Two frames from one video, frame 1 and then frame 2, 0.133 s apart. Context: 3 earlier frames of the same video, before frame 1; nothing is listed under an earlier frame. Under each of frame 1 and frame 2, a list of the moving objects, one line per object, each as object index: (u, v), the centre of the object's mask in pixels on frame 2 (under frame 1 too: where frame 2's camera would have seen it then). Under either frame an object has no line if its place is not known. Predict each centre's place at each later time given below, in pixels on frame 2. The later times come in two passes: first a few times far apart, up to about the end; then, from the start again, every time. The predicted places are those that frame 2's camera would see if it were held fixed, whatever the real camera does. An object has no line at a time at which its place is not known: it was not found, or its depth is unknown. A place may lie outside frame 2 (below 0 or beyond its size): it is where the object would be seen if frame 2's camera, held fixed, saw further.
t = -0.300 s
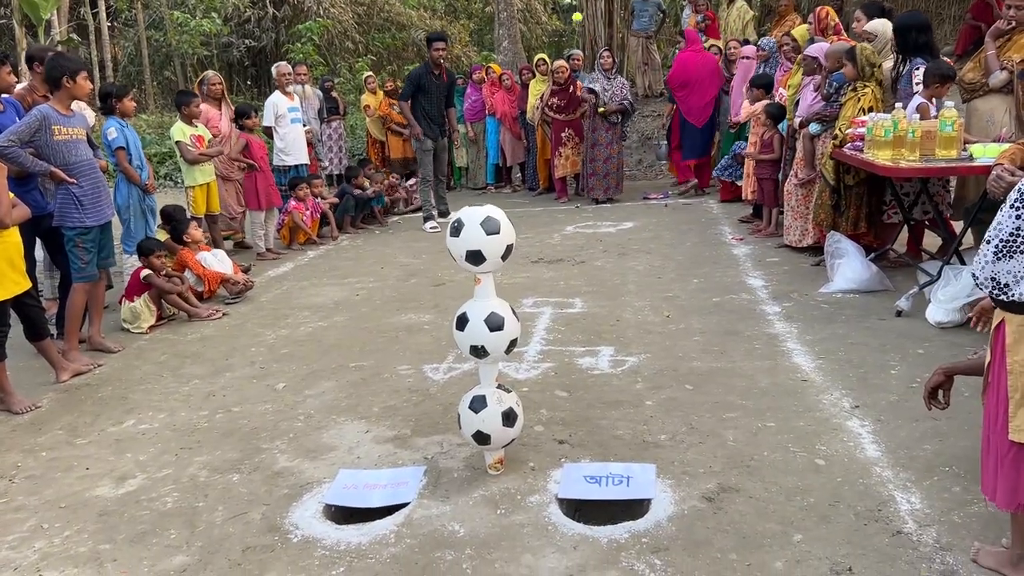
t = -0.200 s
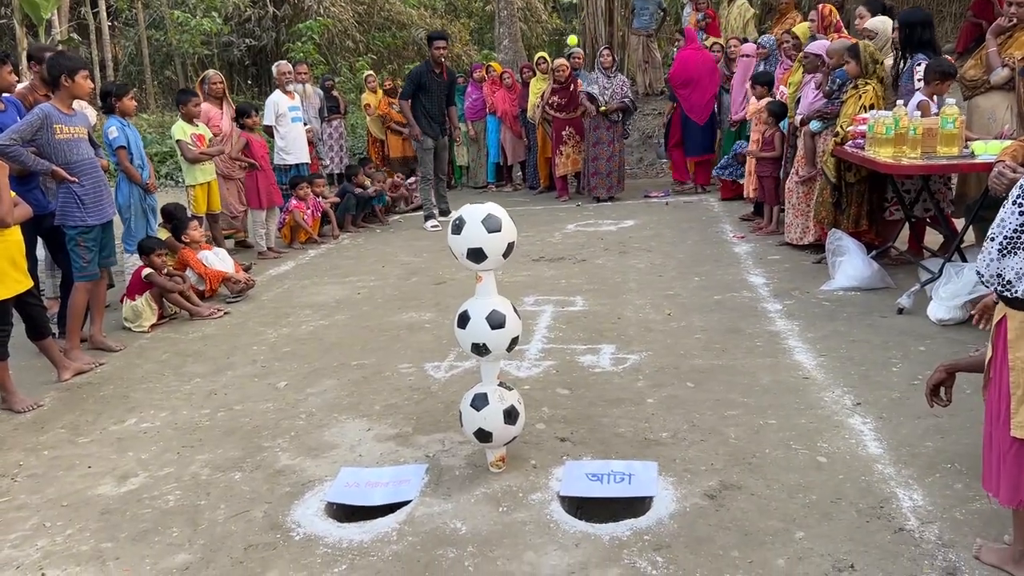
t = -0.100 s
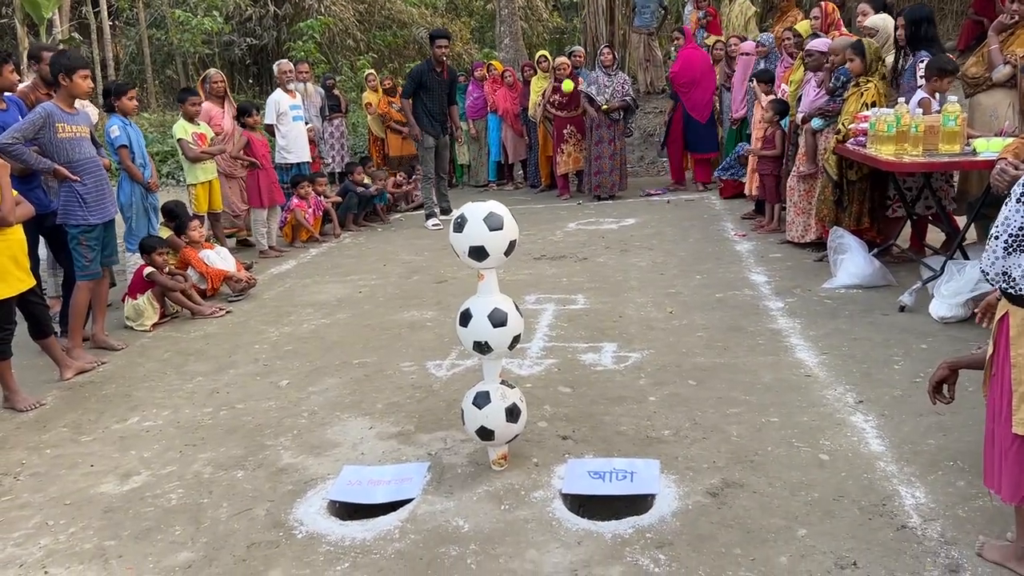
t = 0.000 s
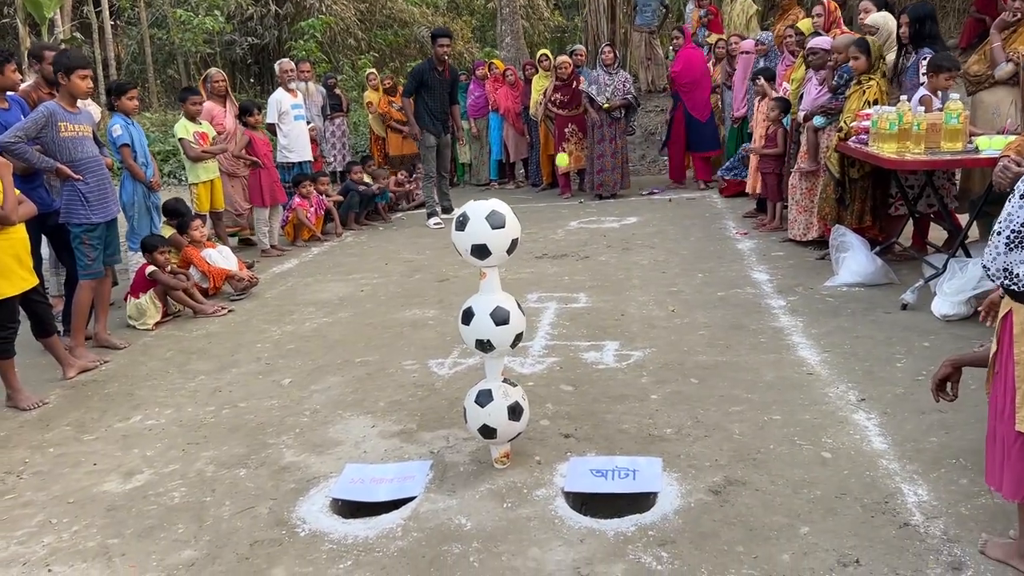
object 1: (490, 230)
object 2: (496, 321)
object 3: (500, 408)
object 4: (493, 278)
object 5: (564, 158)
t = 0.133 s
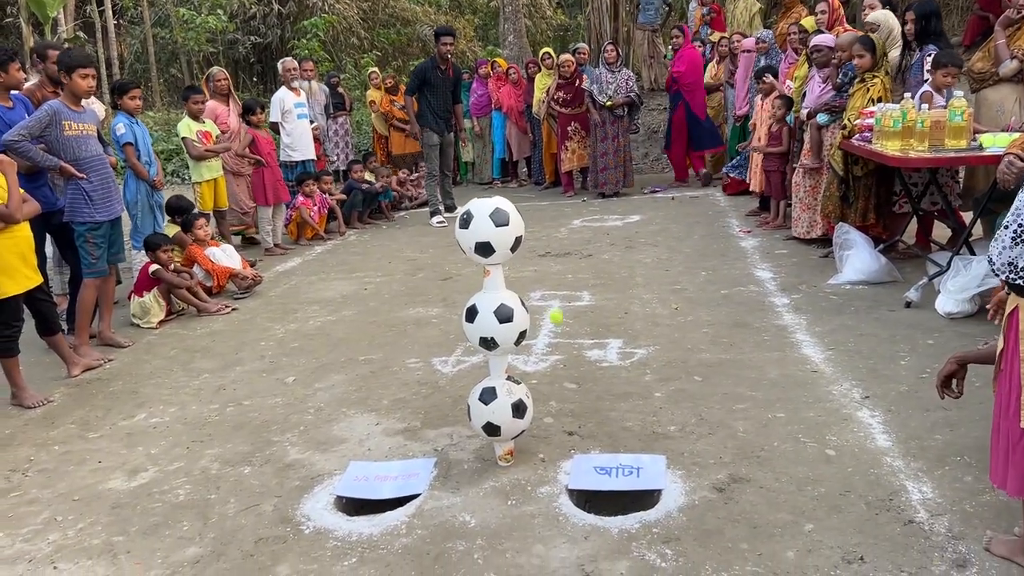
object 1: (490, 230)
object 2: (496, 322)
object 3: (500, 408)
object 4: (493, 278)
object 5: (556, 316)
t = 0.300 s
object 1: (490, 230)
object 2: (495, 322)
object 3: (500, 408)
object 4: (493, 278)
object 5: (534, 290)
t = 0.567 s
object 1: (486, 230)
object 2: (492, 323)
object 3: (499, 409)
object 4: (490, 280)
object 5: (536, 254)
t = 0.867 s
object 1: (459, 242)
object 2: (477, 336)
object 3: (493, 415)
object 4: (468, 294)
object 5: (669, 376)
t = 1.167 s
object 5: (737, 336)
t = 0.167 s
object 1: (489, 230)
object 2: (496, 322)
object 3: (500, 408)
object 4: (493, 278)
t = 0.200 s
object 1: (489, 230)
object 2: (496, 322)
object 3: (500, 408)
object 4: (493, 279)
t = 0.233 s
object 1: (490, 230)
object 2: (496, 322)
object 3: (500, 408)
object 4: (493, 278)
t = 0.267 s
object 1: (490, 230)
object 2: (496, 321)
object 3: (500, 408)
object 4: (493, 278)
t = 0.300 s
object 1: (490, 230)
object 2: (495, 322)
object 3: (500, 408)
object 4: (493, 278)
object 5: (534, 290)
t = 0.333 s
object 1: (489, 230)
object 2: (496, 322)
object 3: (500, 408)
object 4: (493, 278)
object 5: (530, 284)
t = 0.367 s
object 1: (489, 230)
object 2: (495, 321)
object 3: (500, 408)
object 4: (493, 278)
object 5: (525, 280)
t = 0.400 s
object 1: (489, 230)
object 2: (496, 322)
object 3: (500, 408)
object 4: (493, 278)
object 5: (519, 279)
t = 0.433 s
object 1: (489, 230)
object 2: (496, 322)
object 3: (500, 409)
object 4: (493, 278)
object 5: (514, 280)
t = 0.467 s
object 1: (489, 230)
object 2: (495, 322)
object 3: (500, 408)
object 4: (493, 278)
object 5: (512, 283)
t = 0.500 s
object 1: (489, 230)
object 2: (495, 322)
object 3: (499, 409)
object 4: (493, 279)
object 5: (511, 268)
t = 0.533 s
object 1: (488, 229)
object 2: (494, 323)
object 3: (499, 409)
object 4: (492, 279)
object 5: (521, 255)
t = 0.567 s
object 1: (486, 230)
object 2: (492, 323)
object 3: (499, 409)
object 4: (490, 280)
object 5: (536, 254)
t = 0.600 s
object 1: (484, 232)
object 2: (491, 325)
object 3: (498, 410)
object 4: (489, 281)
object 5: (552, 256)
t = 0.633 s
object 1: (482, 232)
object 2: (490, 325)
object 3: (497, 410)
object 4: (487, 281)
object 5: (568, 262)
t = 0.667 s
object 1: (479, 233)
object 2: (489, 326)
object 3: (497, 411)
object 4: (485, 283)
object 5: (584, 270)
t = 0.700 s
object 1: (477, 234)
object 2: (487, 327)
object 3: (497, 411)
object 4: (482, 283)
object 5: (599, 281)
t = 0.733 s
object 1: (473, 235)
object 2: (485, 329)
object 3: (496, 412)
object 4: (480, 284)
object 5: (614, 295)
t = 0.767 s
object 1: (470, 236)
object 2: (483, 330)
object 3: (495, 412)
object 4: (478, 286)
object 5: (629, 312)
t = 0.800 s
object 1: (467, 237)
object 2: (481, 332)
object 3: (494, 413)
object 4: (475, 288)
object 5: (643, 331)
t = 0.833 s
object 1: (463, 240)
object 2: (479, 333)
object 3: (494, 413)
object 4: (472, 290)
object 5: (657, 352)
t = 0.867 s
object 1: (459, 242)
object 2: (477, 336)
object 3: (493, 415)
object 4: (468, 294)
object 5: (669, 376)
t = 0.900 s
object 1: (454, 245)
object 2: (474, 339)
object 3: (491, 416)
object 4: (464, 297)
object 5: (681, 393)
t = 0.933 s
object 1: (448, 248)
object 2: (470, 343)
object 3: (490, 417)
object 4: (459, 301)
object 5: (688, 376)
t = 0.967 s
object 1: (443, 253)
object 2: (466, 347)
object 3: (489, 419)
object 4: (454, 307)
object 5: (694, 362)
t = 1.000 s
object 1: (436, 260)
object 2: (463, 353)
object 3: (487, 422)
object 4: (449, 314)
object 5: (702, 351)
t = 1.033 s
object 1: (430, 270)
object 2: (458, 360)
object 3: (486, 425)
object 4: (441, 323)
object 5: (709, 343)
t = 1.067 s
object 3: (484, 428)
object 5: (716, 337)
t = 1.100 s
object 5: (723, 334)
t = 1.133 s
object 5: (730, 334)
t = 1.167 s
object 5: (737, 336)
